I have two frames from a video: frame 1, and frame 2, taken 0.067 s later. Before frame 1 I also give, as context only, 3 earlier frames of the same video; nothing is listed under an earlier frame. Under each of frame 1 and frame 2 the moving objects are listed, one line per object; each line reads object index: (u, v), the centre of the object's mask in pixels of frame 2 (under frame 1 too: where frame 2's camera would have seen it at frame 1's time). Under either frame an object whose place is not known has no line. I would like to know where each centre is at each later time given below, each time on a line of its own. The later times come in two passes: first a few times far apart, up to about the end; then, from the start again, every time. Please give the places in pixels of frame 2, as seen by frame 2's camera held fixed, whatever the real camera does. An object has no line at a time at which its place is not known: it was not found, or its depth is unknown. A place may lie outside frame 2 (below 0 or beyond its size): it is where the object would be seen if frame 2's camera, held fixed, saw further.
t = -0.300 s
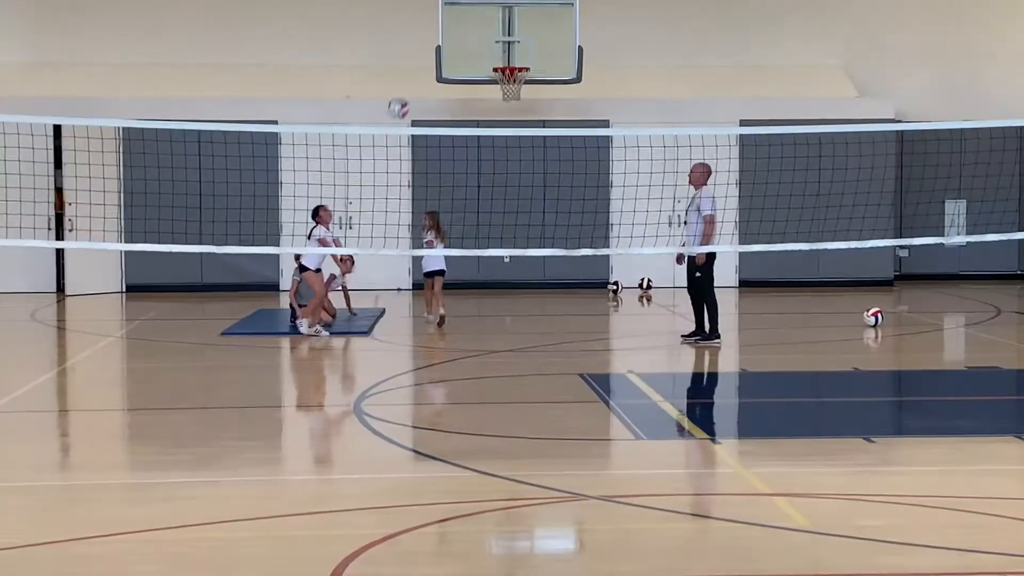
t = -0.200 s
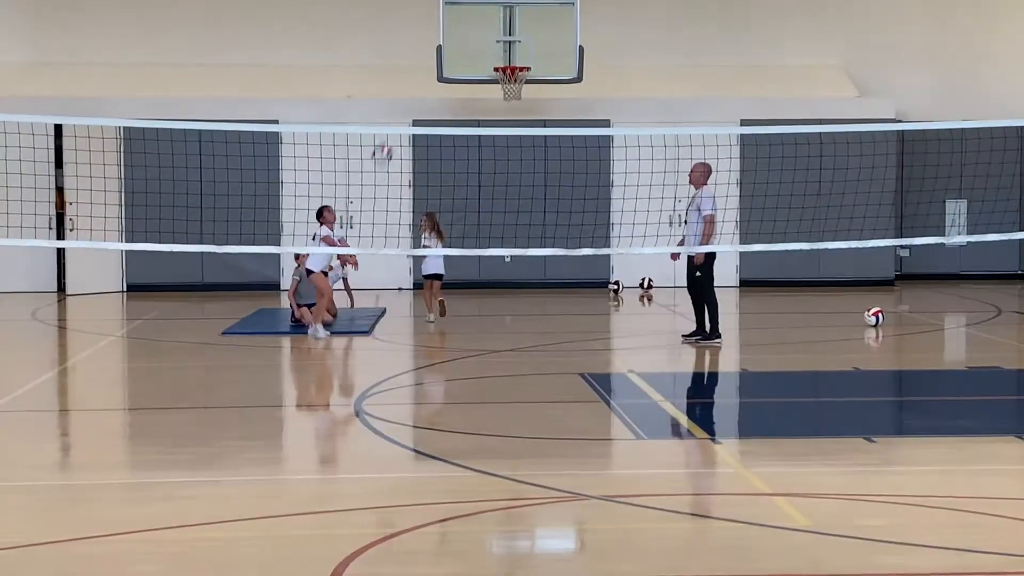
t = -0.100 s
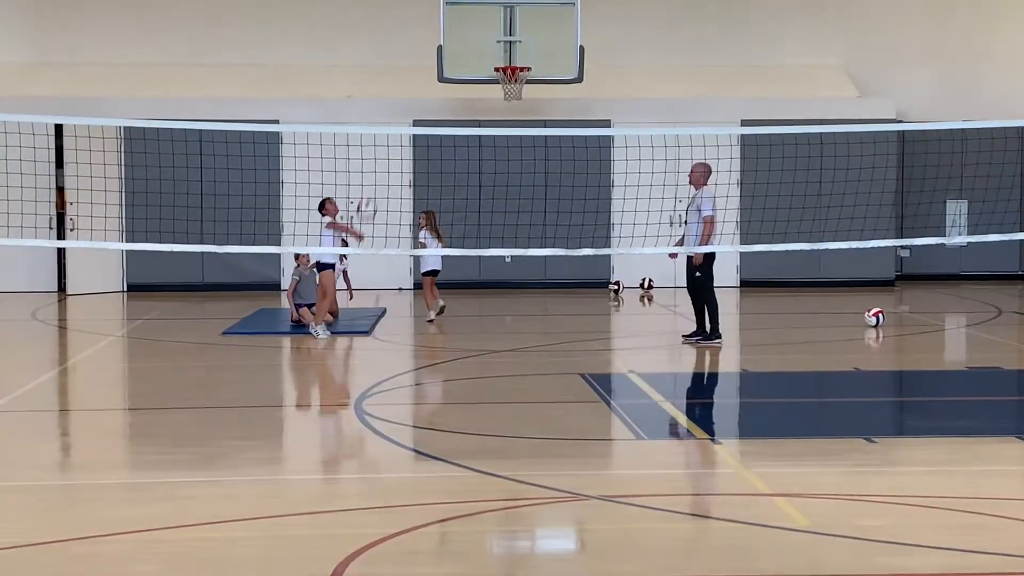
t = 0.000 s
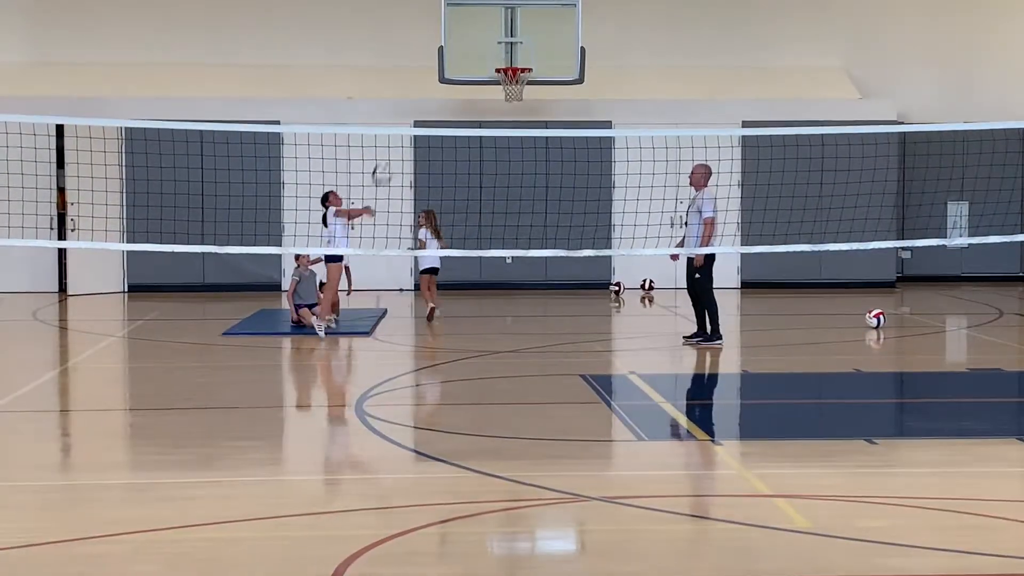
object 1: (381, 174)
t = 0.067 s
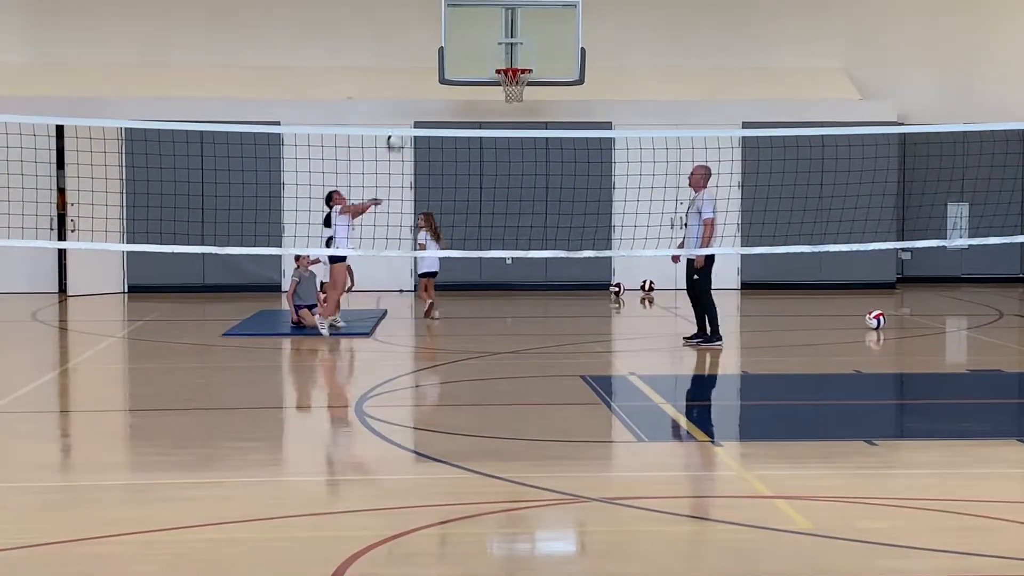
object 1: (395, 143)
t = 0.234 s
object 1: (428, 78)
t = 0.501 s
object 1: (482, 34)
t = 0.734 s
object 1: (530, 57)
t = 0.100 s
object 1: (401, 123)
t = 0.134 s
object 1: (407, 113)
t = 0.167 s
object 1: (415, 100)
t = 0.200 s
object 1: (422, 88)
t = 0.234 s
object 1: (428, 78)
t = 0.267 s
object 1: (435, 68)
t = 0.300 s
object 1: (442, 59)
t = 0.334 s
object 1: (449, 52)
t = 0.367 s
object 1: (456, 46)
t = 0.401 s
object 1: (462, 42)
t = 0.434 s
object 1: (469, 38)
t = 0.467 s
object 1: (476, 35)
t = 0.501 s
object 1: (482, 34)
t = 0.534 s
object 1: (489, 33)
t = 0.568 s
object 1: (496, 35)
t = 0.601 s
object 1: (502, 37)
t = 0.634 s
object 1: (509, 41)
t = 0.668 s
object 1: (516, 45)
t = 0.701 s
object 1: (523, 52)
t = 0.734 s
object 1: (530, 57)
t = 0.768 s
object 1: (536, 65)
